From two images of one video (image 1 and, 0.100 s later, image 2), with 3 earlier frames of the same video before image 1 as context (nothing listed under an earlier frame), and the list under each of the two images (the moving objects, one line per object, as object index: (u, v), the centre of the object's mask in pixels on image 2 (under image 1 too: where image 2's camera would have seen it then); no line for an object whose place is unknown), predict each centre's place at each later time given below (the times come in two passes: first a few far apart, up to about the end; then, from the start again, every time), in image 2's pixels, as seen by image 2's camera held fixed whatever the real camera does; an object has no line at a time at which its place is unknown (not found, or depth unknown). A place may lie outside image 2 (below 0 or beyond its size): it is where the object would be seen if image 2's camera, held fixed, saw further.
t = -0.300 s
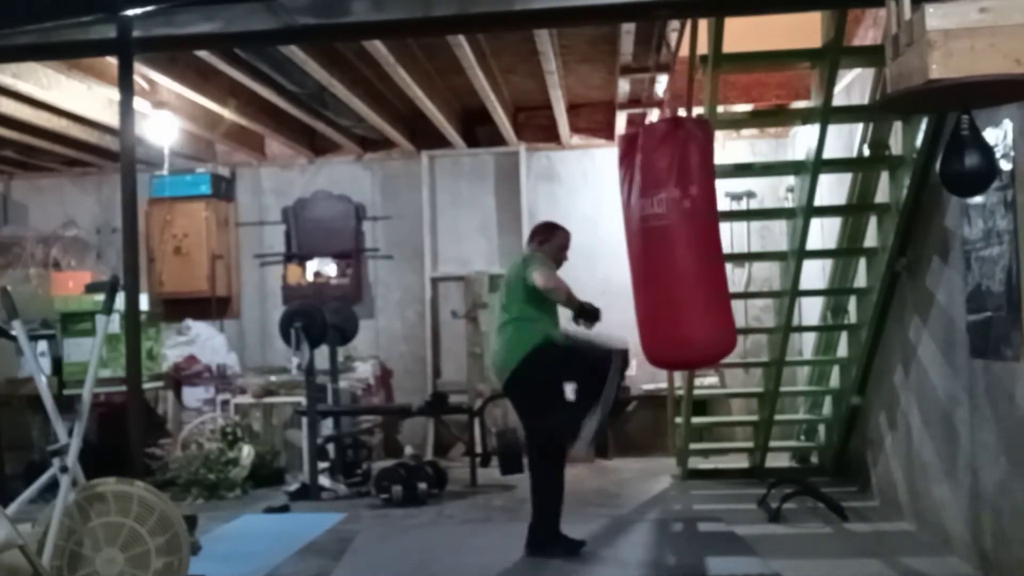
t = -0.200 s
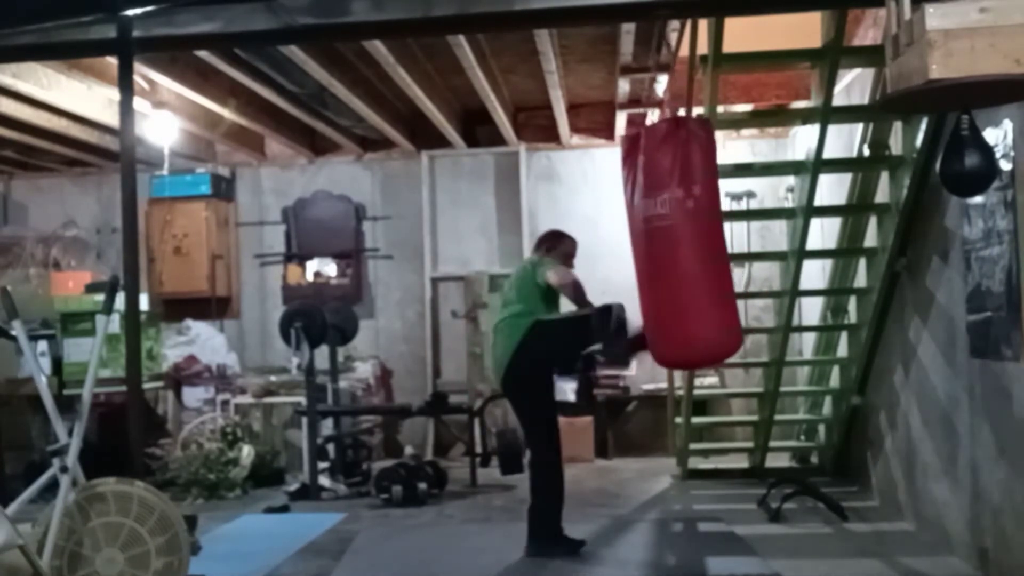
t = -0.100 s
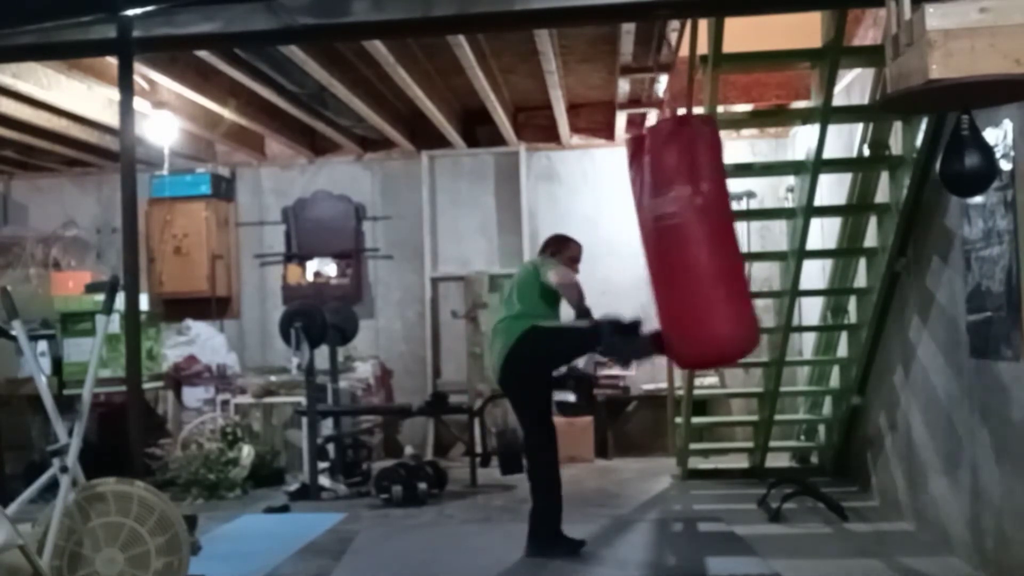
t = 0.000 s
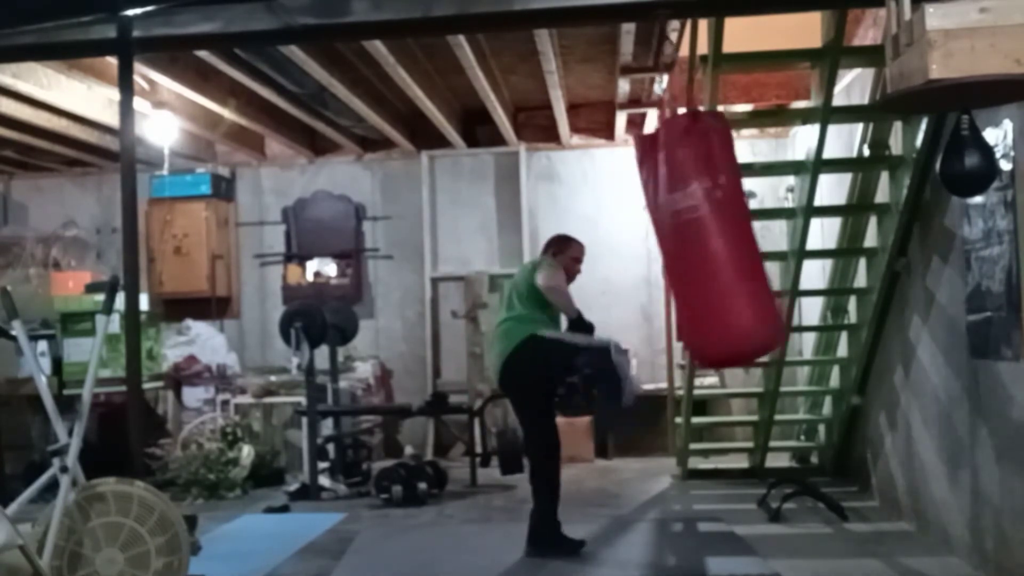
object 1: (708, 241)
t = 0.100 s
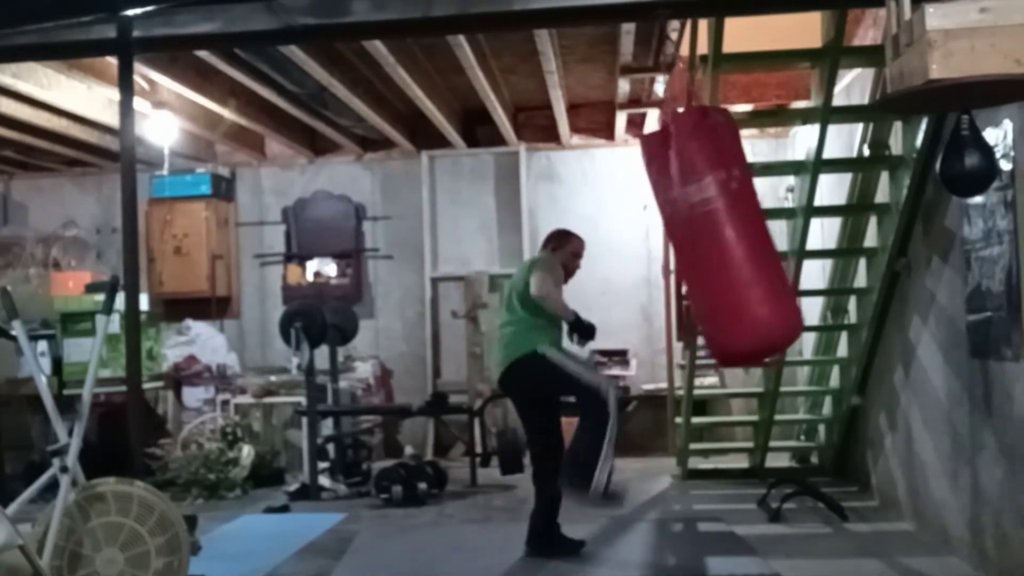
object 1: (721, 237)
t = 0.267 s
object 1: (733, 233)
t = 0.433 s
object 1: (731, 233)
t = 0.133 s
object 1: (724, 236)
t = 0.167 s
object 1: (727, 235)
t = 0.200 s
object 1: (730, 234)
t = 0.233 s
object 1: (732, 233)
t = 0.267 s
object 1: (733, 233)
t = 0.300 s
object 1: (734, 232)
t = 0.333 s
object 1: (734, 232)
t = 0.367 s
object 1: (733, 232)
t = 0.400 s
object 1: (732, 233)
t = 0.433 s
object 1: (731, 233)
